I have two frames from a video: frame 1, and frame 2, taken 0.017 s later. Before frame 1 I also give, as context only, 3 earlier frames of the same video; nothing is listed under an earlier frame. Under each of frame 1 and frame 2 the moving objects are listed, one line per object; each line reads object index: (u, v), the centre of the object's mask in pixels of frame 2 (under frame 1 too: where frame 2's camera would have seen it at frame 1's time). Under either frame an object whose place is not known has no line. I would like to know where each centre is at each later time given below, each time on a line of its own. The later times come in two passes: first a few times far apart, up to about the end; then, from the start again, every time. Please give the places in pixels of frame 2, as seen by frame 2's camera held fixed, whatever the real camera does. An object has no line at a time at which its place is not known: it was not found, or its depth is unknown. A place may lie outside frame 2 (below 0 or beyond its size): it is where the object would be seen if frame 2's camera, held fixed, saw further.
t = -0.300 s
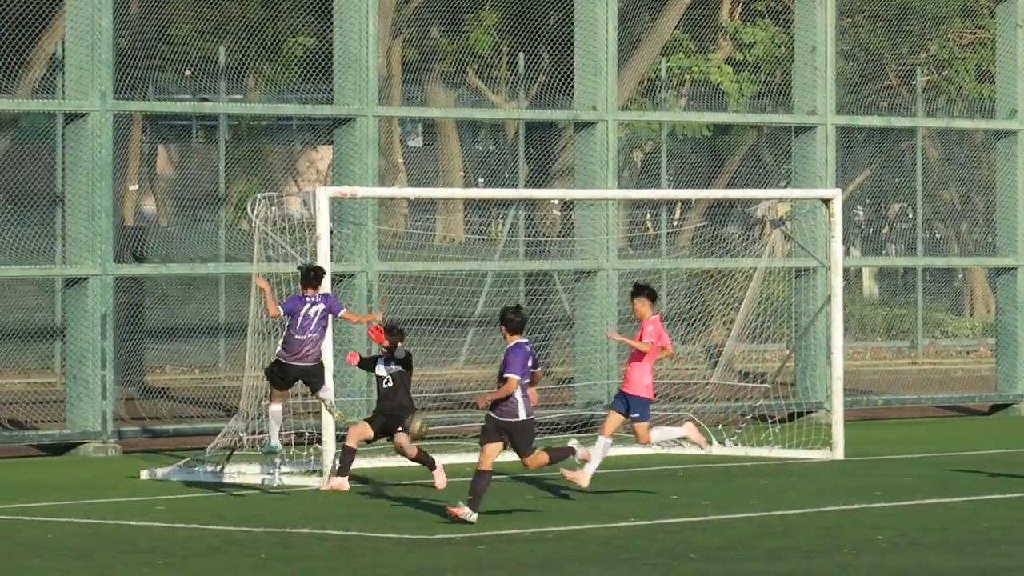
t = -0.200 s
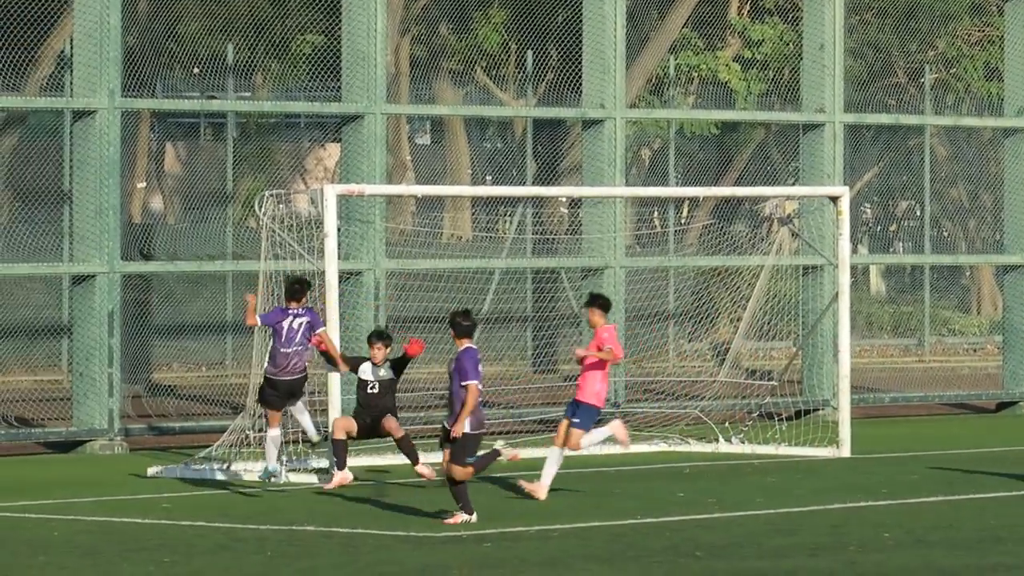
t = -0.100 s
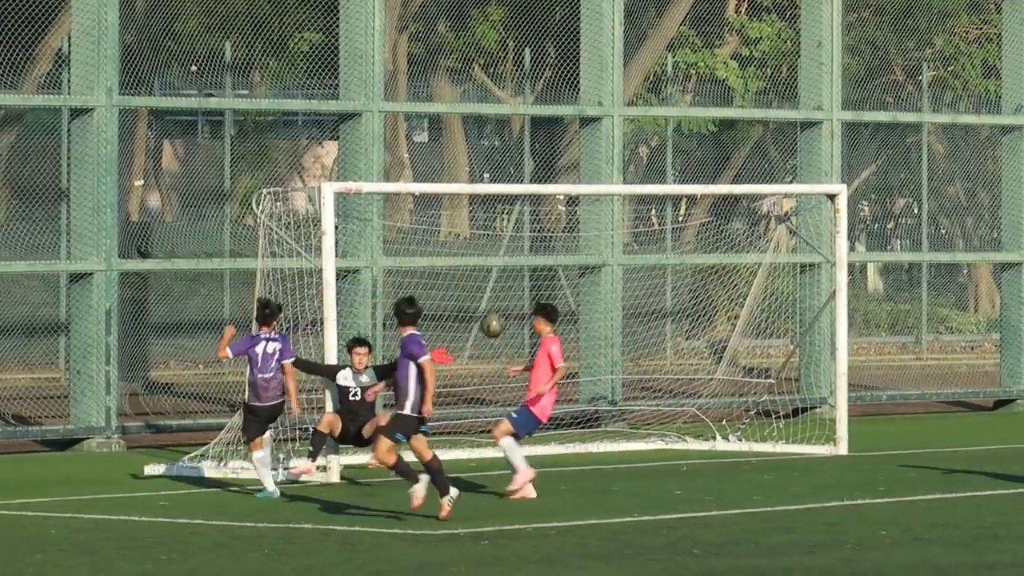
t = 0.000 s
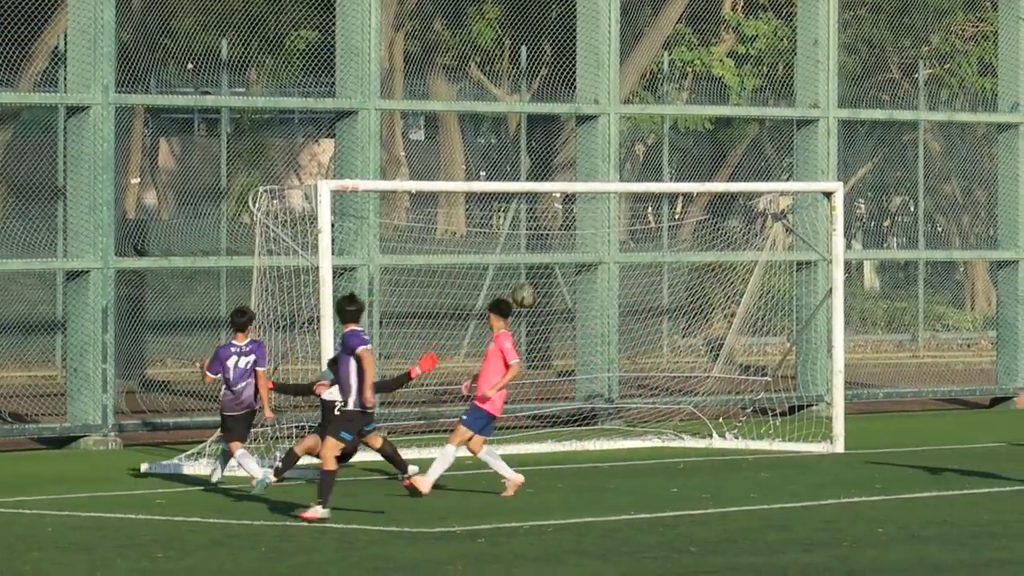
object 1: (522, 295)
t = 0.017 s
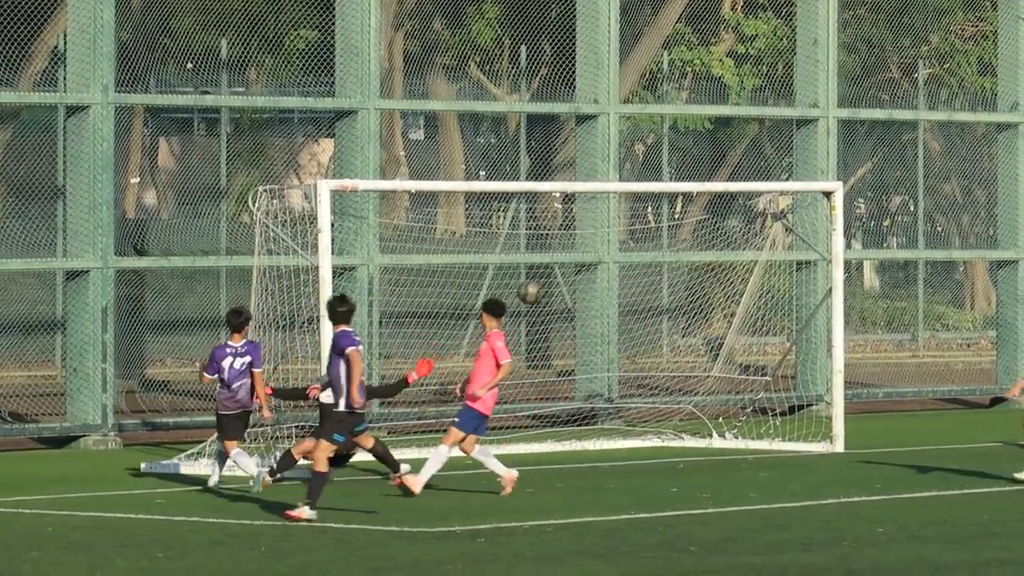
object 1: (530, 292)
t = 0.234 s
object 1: (598, 281)
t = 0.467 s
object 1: (667, 330)
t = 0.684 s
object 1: (725, 427)
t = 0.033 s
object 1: (535, 291)
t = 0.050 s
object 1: (540, 286)
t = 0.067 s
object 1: (545, 284)
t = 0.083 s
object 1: (550, 282)
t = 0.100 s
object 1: (556, 281)
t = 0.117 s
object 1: (563, 280)
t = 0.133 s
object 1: (567, 280)
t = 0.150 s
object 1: (572, 279)
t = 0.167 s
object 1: (578, 279)
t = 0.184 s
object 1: (583, 279)
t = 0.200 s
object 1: (589, 280)
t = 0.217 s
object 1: (594, 280)
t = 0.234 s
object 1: (598, 281)
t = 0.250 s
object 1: (604, 282)
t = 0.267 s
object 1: (608, 284)
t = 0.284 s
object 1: (615, 287)
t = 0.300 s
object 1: (619, 288)
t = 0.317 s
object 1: (622, 292)
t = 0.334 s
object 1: (629, 295)
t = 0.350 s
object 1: (632, 297)
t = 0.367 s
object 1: (639, 302)
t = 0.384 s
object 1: (644, 306)
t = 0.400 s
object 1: (649, 309)
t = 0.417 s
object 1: (652, 313)
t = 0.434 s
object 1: (657, 319)
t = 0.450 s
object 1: (662, 325)
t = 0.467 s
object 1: (667, 330)
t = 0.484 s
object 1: (671, 336)
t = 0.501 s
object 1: (676, 341)
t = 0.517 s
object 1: (681, 347)
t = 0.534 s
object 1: (685, 354)
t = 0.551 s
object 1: (690, 360)
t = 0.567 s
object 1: (694, 369)
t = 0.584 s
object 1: (698, 375)
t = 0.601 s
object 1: (704, 384)
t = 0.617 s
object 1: (708, 392)
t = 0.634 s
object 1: (712, 401)
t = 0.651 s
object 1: (716, 409)
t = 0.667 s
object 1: (721, 418)
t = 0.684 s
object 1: (725, 427)
